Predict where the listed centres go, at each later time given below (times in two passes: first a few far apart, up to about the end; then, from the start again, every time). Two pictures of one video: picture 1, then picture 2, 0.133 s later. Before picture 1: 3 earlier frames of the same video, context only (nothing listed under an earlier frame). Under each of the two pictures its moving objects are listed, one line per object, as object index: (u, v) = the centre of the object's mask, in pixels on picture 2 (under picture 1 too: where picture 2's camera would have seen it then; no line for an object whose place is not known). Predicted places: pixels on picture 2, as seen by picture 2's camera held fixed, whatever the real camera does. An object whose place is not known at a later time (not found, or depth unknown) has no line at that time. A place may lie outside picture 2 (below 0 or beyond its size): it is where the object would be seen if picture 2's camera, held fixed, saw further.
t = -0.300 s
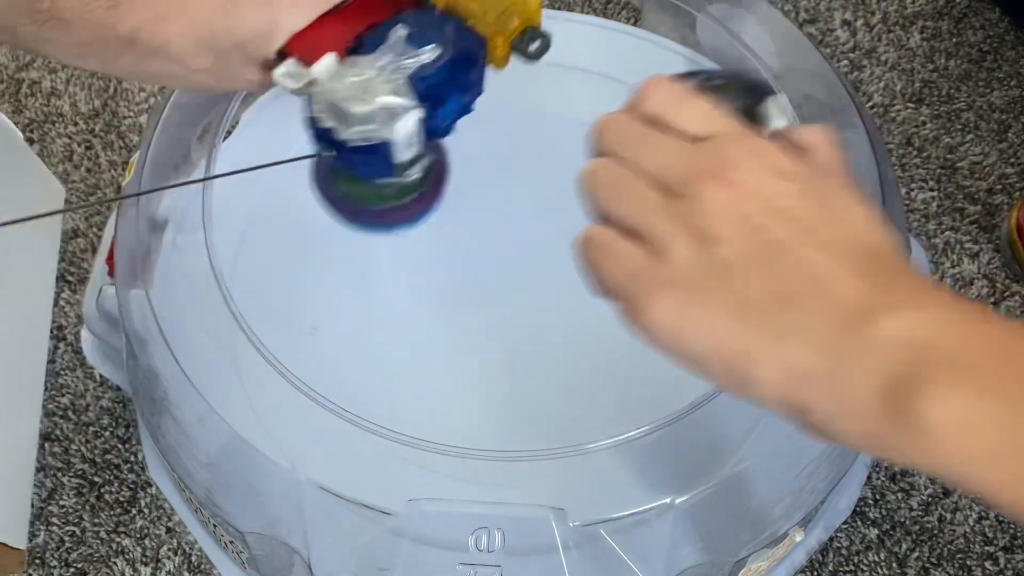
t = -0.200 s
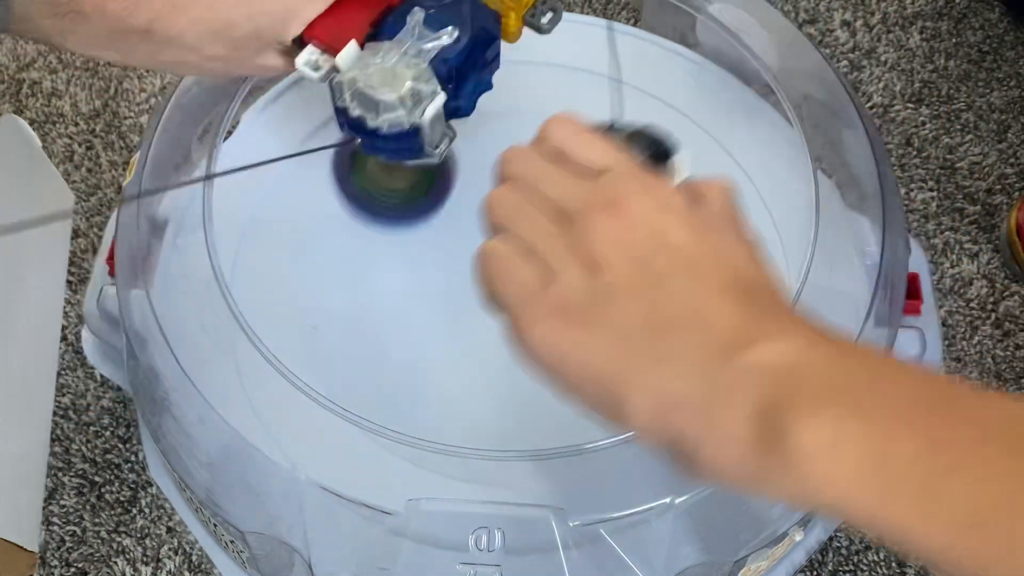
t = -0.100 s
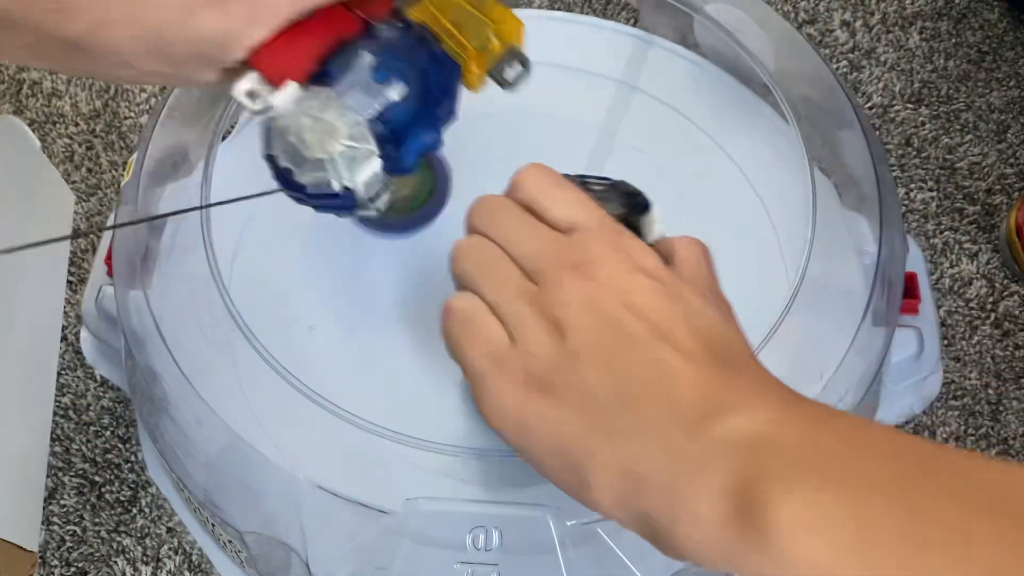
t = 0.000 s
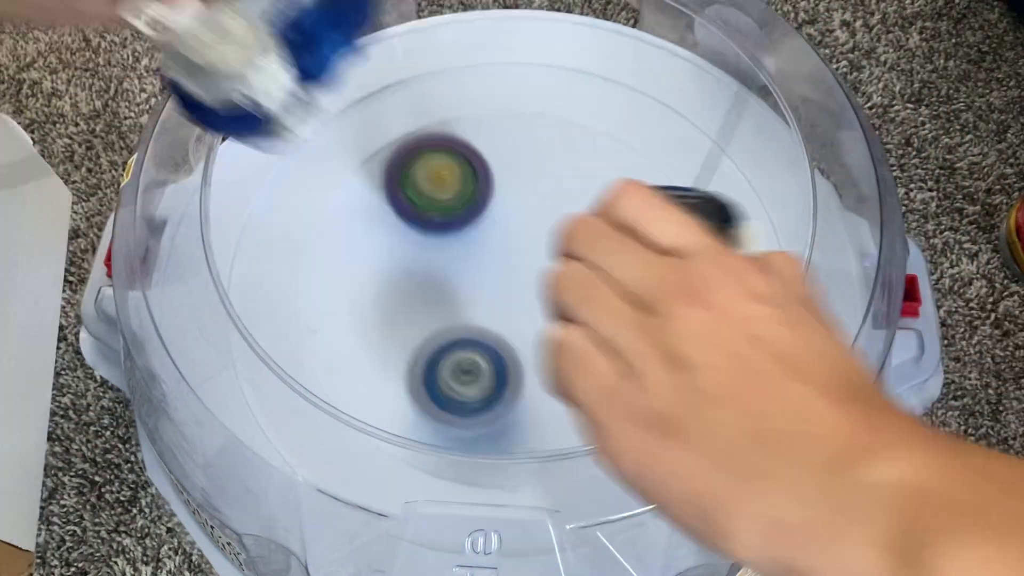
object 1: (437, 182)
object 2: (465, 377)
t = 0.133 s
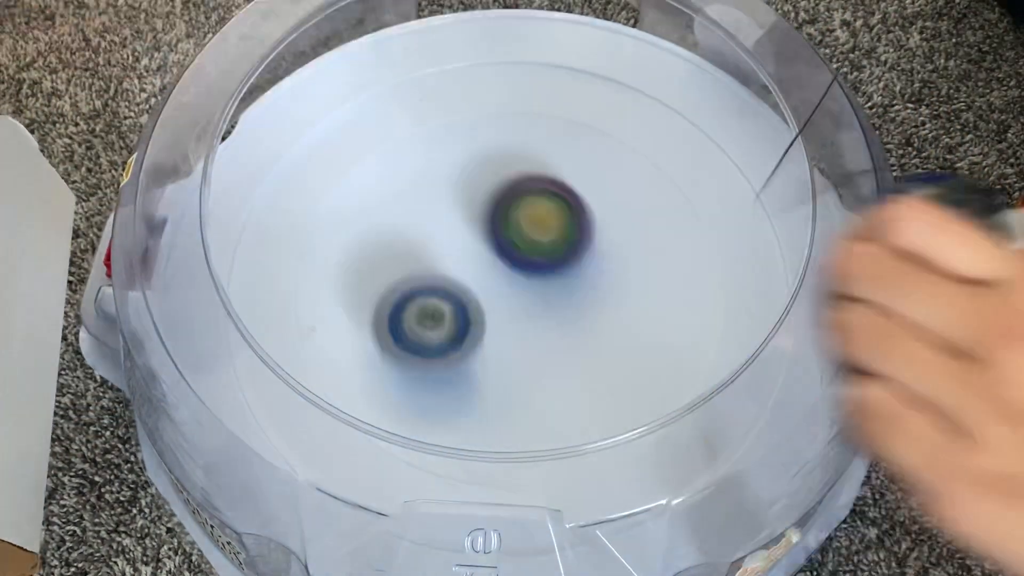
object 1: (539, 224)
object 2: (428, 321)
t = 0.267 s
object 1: (611, 321)
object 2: (436, 265)
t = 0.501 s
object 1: (499, 444)
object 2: (532, 248)
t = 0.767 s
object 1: (304, 264)
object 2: (521, 322)
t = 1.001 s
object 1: (553, 99)
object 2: (462, 282)
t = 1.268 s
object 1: (811, 290)
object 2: (542, 259)
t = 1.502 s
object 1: (712, 498)
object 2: (533, 310)
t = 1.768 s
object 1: (434, 507)
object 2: (499, 270)
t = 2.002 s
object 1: (274, 414)
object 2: (542, 274)
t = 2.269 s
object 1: (237, 262)
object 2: (507, 279)
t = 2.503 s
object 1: (262, 196)
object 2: (518, 268)
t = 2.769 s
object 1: (298, 163)
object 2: (518, 268)
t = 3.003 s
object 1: (340, 145)
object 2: (515, 266)
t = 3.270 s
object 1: (515, 159)
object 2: (512, 267)
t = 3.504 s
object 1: (691, 342)
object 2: (506, 269)
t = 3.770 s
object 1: (539, 517)
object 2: (503, 270)
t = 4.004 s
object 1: (341, 477)
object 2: (503, 274)
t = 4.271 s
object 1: (254, 362)
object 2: (501, 276)
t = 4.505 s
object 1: (263, 288)
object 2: (503, 279)
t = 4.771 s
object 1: (342, 216)
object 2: (504, 279)
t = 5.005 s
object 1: (595, 176)
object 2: (505, 281)
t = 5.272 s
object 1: (764, 389)
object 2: (507, 278)
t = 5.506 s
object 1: (642, 495)
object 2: (512, 277)
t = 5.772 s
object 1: (535, 516)
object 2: (511, 278)
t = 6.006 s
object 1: (470, 501)
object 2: (511, 278)
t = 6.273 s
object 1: (427, 441)
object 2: (511, 279)
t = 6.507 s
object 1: (405, 246)
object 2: (513, 278)
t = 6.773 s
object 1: (659, 122)
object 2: (509, 276)
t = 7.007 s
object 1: (757, 219)
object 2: (505, 270)
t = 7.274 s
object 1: (771, 277)
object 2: (506, 270)
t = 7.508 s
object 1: (763, 289)
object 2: (506, 272)
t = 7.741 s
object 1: (742, 288)
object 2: (505, 275)
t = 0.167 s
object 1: (565, 244)
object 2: (425, 306)
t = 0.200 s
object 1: (586, 269)
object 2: (425, 291)
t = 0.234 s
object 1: (602, 295)
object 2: (429, 277)
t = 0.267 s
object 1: (611, 321)
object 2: (436, 265)
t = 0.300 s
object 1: (614, 346)
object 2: (446, 255)
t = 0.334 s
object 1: (610, 372)
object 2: (458, 247)
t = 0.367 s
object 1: (597, 389)
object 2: (473, 243)
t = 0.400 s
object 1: (582, 412)
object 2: (490, 239)
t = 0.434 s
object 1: (558, 427)
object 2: (506, 239)
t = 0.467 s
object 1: (530, 439)
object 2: (519, 243)
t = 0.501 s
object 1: (499, 444)
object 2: (532, 248)
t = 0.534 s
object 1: (466, 444)
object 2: (543, 257)
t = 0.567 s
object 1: (430, 439)
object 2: (550, 267)
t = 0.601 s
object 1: (395, 426)
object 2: (554, 278)
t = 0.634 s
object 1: (365, 402)
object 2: (554, 290)
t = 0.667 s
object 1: (341, 374)
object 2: (551, 300)
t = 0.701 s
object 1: (324, 339)
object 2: (544, 310)
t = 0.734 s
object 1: (306, 306)
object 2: (534, 317)
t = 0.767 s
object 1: (304, 264)
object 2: (521, 322)
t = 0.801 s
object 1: (313, 226)
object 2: (509, 324)
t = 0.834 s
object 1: (333, 186)
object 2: (495, 322)
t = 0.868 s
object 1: (364, 152)
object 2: (482, 318)
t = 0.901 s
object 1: (402, 126)
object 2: (472, 311)
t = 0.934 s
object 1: (448, 106)
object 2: (465, 302)
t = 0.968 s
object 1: (498, 97)
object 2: (462, 292)
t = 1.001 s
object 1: (553, 99)
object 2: (462, 282)
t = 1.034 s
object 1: (605, 108)
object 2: (466, 272)
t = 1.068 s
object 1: (656, 121)
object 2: (474, 264)
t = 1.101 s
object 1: (707, 139)
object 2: (484, 258)
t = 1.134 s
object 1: (748, 158)
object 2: (495, 253)
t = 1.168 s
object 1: (779, 185)
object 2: (508, 251)
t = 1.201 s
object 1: (804, 223)
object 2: (521, 252)
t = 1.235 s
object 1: (820, 259)
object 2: (531, 255)
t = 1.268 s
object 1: (811, 290)
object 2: (542, 259)
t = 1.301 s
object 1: (805, 326)
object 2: (550, 266)
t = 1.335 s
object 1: (798, 359)
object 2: (556, 274)
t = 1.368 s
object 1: (788, 396)
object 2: (557, 282)
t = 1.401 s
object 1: (778, 430)
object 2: (555, 292)
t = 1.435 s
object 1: (764, 462)
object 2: (550, 300)
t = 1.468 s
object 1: (736, 483)
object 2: (542, 306)
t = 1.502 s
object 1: (712, 498)
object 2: (533, 310)
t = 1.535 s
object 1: (682, 520)
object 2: (522, 311)
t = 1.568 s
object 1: (651, 519)
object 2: (512, 309)
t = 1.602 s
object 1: (610, 515)
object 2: (504, 305)
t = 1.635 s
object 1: (572, 515)
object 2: (497, 299)
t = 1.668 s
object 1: (534, 510)
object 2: (494, 291)
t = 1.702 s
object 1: (499, 510)
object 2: (493, 283)
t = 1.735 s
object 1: (466, 509)
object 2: (494, 276)
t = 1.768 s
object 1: (434, 507)
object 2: (499, 270)
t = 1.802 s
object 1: (407, 509)
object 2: (505, 265)
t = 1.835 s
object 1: (378, 503)
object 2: (513, 262)
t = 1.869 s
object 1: (354, 483)
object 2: (522, 261)
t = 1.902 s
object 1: (330, 464)
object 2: (530, 262)
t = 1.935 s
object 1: (309, 446)
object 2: (536, 264)
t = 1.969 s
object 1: (291, 431)
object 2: (540, 268)
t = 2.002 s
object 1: (274, 414)
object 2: (542, 274)
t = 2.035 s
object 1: (261, 394)
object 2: (541, 280)
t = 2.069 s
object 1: (252, 368)
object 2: (538, 284)
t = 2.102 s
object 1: (244, 349)
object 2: (533, 288)
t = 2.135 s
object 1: (239, 330)
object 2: (526, 289)
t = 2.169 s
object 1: (235, 312)
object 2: (521, 288)
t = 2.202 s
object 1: (234, 294)
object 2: (515, 286)
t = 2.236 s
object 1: (235, 277)
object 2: (510, 283)
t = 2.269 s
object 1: (237, 262)
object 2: (507, 279)
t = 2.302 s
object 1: (239, 250)
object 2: (506, 276)
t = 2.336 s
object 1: (242, 237)
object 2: (507, 273)
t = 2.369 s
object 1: (246, 227)
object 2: (509, 271)
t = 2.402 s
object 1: (255, 216)
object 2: (511, 270)
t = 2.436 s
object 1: (256, 209)
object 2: (514, 269)
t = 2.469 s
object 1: (259, 203)
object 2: (516, 269)
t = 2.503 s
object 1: (262, 196)
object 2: (518, 268)
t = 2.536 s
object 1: (265, 191)
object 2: (520, 268)
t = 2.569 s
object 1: (268, 185)
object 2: (521, 268)
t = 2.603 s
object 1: (273, 181)
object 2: (522, 268)
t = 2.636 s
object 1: (278, 176)
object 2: (522, 268)
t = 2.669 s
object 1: (283, 173)
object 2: (521, 268)
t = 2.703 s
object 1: (288, 169)
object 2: (520, 268)
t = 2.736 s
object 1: (293, 166)
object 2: (519, 269)
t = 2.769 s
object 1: (298, 163)
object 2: (518, 268)
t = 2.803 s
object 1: (303, 160)
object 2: (517, 268)
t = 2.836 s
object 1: (308, 157)
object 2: (516, 267)
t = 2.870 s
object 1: (314, 155)
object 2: (515, 267)
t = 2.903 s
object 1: (320, 152)
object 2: (515, 266)
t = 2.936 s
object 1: (326, 150)
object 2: (515, 266)
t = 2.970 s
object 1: (333, 147)
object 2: (515, 265)
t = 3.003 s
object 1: (340, 145)
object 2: (515, 266)
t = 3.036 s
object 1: (348, 143)
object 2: (515, 266)
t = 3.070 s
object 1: (359, 142)
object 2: (514, 266)
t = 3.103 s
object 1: (374, 140)
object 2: (514, 266)
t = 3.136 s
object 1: (393, 142)
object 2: (513, 267)
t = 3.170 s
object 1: (418, 144)
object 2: (513, 267)
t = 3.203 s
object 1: (446, 149)
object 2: (512, 267)
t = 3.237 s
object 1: (479, 152)
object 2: (512, 267)
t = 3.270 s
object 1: (515, 159)
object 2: (512, 267)
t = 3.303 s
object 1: (553, 172)
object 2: (512, 267)
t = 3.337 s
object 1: (590, 189)
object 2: (512, 267)
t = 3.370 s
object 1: (626, 215)
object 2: (511, 267)
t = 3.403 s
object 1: (656, 244)
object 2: (509, 268)
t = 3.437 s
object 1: (677, 275)
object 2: (508, 269)
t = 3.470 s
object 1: (691, 309)
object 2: (507, 269)
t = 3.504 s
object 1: (691, 342)
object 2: (506, 269)
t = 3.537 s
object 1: (689, 379)
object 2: (506, 269)
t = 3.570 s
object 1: (677, 419)
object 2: (505, 268)
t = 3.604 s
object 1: (662, 452)
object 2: (505, 268)
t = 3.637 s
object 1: (647, 481)
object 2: (505, 268)
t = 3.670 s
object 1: (631, 507)
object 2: (505, 268)
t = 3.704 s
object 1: (604, 513)
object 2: (504, 268)
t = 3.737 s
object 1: (572, 518)
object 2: (504, 269)
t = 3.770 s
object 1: (539, 517)
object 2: (503, 270)
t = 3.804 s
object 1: (505, 519)
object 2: (503, 271)
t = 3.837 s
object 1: (479, 520)
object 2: (503, 272)
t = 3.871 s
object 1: (450, 519)
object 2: (503, 273)
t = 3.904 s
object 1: (418, 512)
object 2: (503, 273)
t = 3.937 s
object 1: (390, 502)
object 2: (503, 273)
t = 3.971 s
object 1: (364, 489)
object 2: (503, 273)
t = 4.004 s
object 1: (341, 477)
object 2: (503, 274)
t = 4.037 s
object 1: (321, 462)
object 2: (503, 274)
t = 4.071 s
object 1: (303, 445)
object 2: (503, 274)
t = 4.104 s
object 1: (289, 430)
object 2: (503, 274)
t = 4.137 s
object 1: (278, 416)
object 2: (503, 274)
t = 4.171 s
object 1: (269, 402)
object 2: (502, 274)
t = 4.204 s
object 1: (263, 388)
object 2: (502, 275)
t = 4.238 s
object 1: (258, 374)
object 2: (502, 275)
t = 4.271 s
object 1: (254, 362)
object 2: (501, 276)
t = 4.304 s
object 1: (252, 351)
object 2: (501, 276)
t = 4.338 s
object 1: (252, 339)
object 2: (501, 277)
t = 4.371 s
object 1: (252, 328)
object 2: (501, 278)
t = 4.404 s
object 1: (254, 318)
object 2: (502, 278)
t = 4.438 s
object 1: (256, 307)
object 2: (502, 279)
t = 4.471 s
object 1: (260, 297)
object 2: (503, 279)
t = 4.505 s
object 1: (263, 288)
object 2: (503, 279)
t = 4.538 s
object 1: (270, 279)
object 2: (504, 279)
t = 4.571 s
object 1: (275, 271)
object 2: (504, 279)
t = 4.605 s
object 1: (278, 264)
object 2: (504, 279)
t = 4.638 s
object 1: (284, 256)
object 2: (504, 279)
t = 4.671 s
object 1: (292, 248)
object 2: (504, 279)
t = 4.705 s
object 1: (304, 238)
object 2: (504, 279)
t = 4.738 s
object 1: (321, 227)
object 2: (504, 279)
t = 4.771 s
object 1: (342, 216)
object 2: (504, 279)
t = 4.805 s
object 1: (366, 203)
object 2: (504, 280)
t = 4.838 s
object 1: (394, 190)
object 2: (504, 280)
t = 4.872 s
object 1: (427, 177)
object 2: (505, 281)
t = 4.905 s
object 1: (466, 168)
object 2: (505, 281)
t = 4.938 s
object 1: (508, 164)
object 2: (505, 282)
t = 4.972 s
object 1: (551, 166)
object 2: (505, 281)
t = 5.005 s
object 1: (595, 176)
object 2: (505, 281)
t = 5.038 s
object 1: (637, 192)
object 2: (505, 281)
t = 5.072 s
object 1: (674, 213)
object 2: (505, 280)
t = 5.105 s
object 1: (702, 239)
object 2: (506, 280)
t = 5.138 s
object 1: (725, 270)
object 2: (506, 279)
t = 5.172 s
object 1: (739, 302)
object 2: (506, 279)
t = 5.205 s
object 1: (753, 335)
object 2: (507, 279)
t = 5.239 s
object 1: (764, 365)
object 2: (507, 278)
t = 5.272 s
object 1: (764, 389)
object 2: (507, 278)
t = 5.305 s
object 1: (749, 411)
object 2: (508, 278)
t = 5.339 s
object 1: (725, 428)
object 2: (508, 277)
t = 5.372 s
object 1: (703, 443)
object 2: (509, 277)
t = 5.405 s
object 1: (684, 457)
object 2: (510, 277)
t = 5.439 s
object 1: (668, 470)
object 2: (510, 277)
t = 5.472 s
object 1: (655, 483)
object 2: (511, 276)
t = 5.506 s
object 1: (642, 495)
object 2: (512, 277)
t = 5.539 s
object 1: (628, 505)
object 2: (512, 277)
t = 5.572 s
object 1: (608, 507)
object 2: (512, 277)
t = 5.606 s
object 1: (593, 511)
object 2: (511, 277)
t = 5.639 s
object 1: (579, 514)
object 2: (511, 278)
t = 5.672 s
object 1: (566, 516)
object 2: (512, 278)
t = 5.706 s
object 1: (554, 517)
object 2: (511, 278)
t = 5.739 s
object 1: (544, 517)
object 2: (511, 278)
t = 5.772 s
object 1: (535, 516)
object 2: (511, 278)
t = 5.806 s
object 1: (523, 517)
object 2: (511, 278)
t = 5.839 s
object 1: (512, 517)
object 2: (511, 278)
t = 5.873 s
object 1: (502, 514)
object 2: (511, 278)
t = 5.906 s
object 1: (494, 512)
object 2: (511, 278)
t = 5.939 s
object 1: (485, 509)
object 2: (511, 278)
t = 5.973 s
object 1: (477, 505)
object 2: (511, 278)
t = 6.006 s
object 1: (470, 501)
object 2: (511, 278)
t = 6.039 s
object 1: (463, 491)
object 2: (511, 279)
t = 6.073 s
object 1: (458, 490)
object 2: (511, 279)
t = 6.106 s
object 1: (451, 482)
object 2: (511, 279)
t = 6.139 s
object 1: (446, 476)
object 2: (511, 279)
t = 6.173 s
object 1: (441, 469)
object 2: (511, 279)
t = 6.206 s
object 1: (438, 464)
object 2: (511, 279)
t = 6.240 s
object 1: (433, 450)
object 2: (511, 279)
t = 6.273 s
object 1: (427, 441)
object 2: (511, 279)
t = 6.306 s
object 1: (419, 423)
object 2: (511, 279)
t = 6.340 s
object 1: (412, 396)
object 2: (511, 279)
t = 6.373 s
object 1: (399, 378)
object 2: (511, 278)
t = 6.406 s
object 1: (390, 351)
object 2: (511, 278)
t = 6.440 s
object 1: (386, 317)
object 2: (512, 278)
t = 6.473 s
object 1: (391, 280)
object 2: (512, 278)
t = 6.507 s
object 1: (405, 246)
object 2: (513, 278)
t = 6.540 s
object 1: (423, 212)
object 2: (514, 278)
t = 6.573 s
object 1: (450, 179)
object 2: (516, 278)
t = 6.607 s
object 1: (480, 156)
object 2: (515, 278)
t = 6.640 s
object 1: (513, 137)
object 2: (514, 277)
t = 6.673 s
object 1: (550, 122)
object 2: (513, 277)
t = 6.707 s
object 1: (585, 117)
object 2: (512, 277)
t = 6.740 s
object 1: (622, 117)
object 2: (511, 276)
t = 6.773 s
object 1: (659, 122)
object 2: (509, 276)
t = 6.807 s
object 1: (691, 129)
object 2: (508, 275)
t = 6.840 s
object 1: (717, 134)
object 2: (507, 274)
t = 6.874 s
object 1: (736, 143)
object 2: (506, 273)
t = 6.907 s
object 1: (745, 164)
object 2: (505, 272)
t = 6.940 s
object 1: (749, 185)
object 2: (505, 271)
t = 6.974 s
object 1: (755, 203)
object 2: (505, 270)
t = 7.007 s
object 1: (757, 219)
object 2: (505, 270)
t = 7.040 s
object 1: (765, 232)
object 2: (505, 270)
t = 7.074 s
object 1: (770, 241)
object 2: (504, 270)
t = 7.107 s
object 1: (777, 247)
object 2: (505, 270)
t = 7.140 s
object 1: (779, 255)
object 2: (505, 269)
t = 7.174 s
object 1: (774, 262)
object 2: (505, 269)
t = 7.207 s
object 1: (773, 268)
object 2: (505, 270)
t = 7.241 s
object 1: (771, 273)
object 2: (505, 269)
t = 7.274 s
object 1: (771, 277)
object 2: (506, 270)
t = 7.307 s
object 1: (770, 279)
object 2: (505, 270)
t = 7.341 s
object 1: (770, 282)
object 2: (506, 270)
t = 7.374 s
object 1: (769, 285)
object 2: (506, 270)
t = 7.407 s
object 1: (768, 287)
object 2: (506, 270)
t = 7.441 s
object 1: (767, 288)
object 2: (506, 270)
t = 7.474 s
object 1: (764, 288)
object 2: (506, 271)
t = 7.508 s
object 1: (763, 289)
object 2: (506, 272)
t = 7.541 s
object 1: (760, 289)
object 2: (506, 272)
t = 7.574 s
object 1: (758, 289)
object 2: (505, 273)
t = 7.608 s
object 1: (755, 289)
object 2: (505, 273)
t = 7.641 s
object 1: (751, 288)
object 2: (505, 274)
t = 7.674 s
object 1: (748, 288)
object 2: (505, 274)
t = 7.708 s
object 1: (745, 288)
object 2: (505, 275)
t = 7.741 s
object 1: (742, 288)
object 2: (505, 275)
